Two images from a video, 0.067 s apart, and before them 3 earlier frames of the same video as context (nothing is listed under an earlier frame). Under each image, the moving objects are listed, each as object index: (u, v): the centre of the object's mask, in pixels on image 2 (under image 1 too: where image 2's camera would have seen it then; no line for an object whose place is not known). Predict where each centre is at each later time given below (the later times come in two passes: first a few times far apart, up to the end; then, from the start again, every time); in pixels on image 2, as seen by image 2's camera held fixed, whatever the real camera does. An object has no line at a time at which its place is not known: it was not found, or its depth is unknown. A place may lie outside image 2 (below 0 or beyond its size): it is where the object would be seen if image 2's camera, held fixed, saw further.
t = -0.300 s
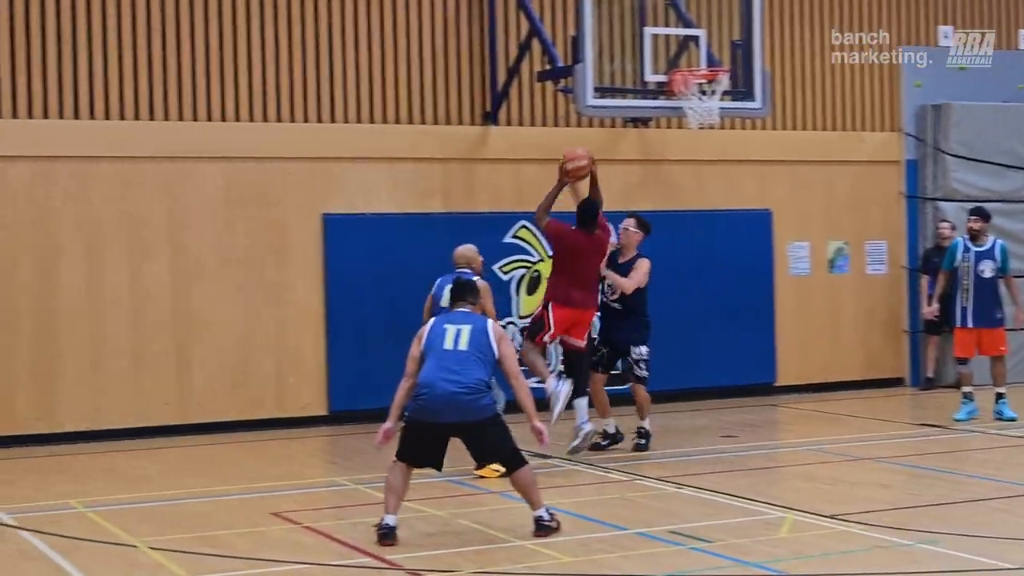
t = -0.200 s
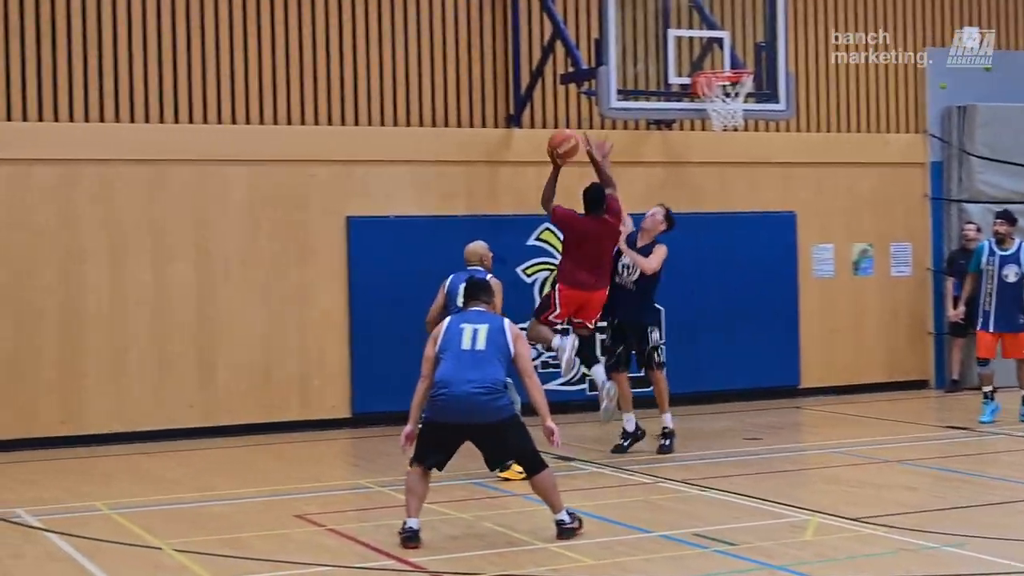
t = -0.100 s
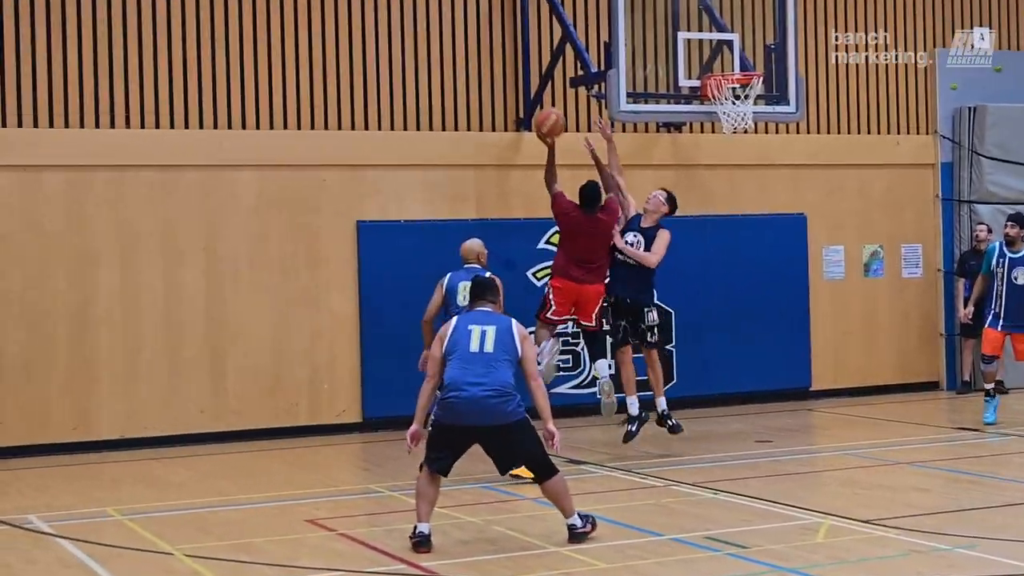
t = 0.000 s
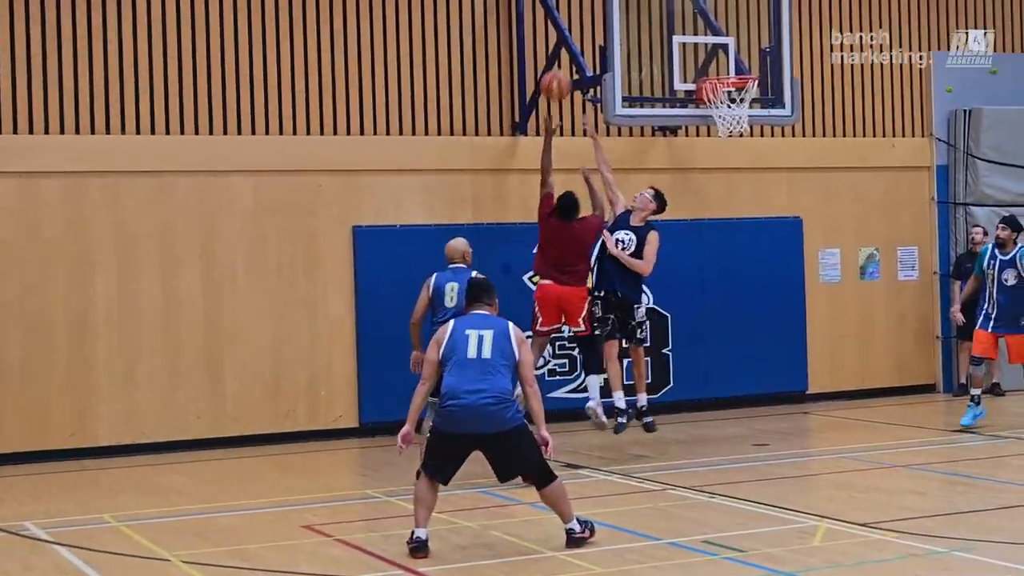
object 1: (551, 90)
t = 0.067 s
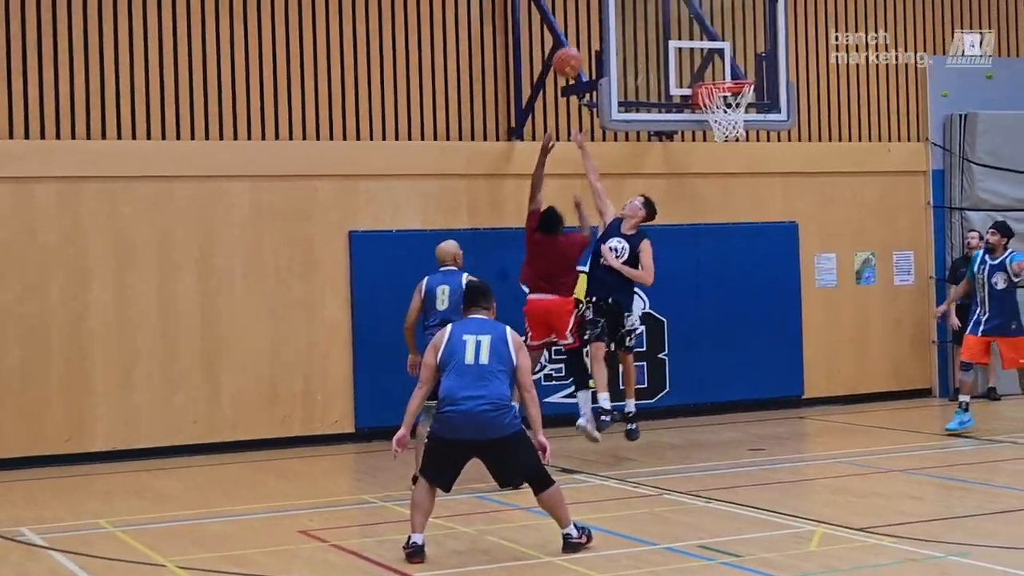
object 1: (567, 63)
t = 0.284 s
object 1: (617, 12)
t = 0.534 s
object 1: (671, 22)
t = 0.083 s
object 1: (571, 57)
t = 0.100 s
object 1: (575, 50)
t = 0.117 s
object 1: (578, 45)
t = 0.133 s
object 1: (583, 40)
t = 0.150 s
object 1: (587, 35)
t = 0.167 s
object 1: (590, 32)
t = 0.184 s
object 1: (593, 27)
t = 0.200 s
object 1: (598, 24)
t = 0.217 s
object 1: (602, 21)
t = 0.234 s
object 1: (605, 18)
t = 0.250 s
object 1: (609, 16)
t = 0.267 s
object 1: (613, 14)
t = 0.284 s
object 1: (617, 12)
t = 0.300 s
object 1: (621, 11)
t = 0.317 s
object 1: (624, 10)
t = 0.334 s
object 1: (628, 9)
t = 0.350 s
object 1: (631, 9)
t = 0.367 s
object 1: (634, 9)
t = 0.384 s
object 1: (638, 9)
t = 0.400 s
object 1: (642, 10)
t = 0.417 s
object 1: (646, 11)
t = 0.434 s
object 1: (649, 12)
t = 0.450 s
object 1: (652, 13)
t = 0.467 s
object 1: (656, 15)
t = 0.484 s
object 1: (660, 17)
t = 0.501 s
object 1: (664, 18)
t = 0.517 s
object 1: (668, 20)
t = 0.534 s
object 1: (671, 22)
